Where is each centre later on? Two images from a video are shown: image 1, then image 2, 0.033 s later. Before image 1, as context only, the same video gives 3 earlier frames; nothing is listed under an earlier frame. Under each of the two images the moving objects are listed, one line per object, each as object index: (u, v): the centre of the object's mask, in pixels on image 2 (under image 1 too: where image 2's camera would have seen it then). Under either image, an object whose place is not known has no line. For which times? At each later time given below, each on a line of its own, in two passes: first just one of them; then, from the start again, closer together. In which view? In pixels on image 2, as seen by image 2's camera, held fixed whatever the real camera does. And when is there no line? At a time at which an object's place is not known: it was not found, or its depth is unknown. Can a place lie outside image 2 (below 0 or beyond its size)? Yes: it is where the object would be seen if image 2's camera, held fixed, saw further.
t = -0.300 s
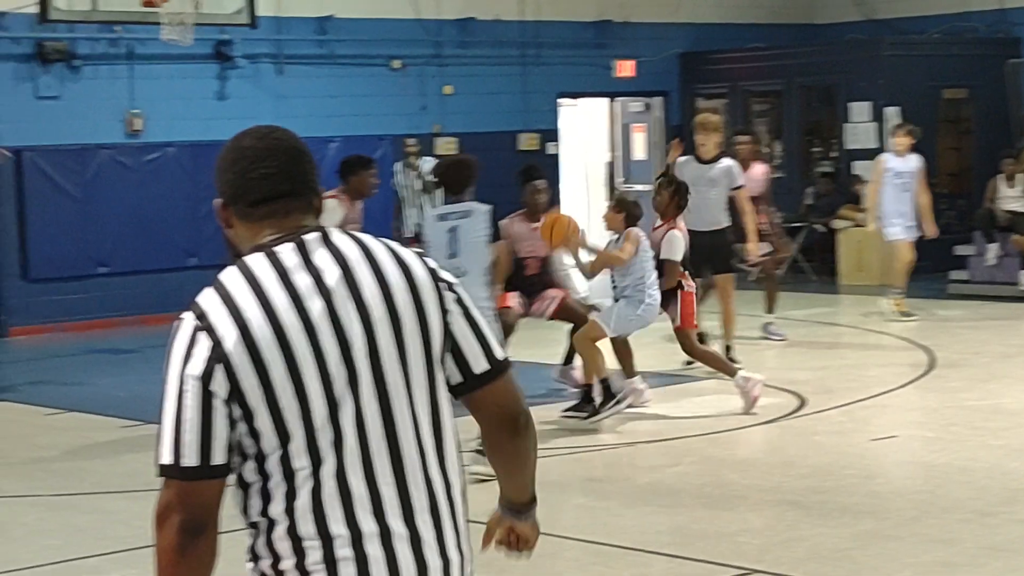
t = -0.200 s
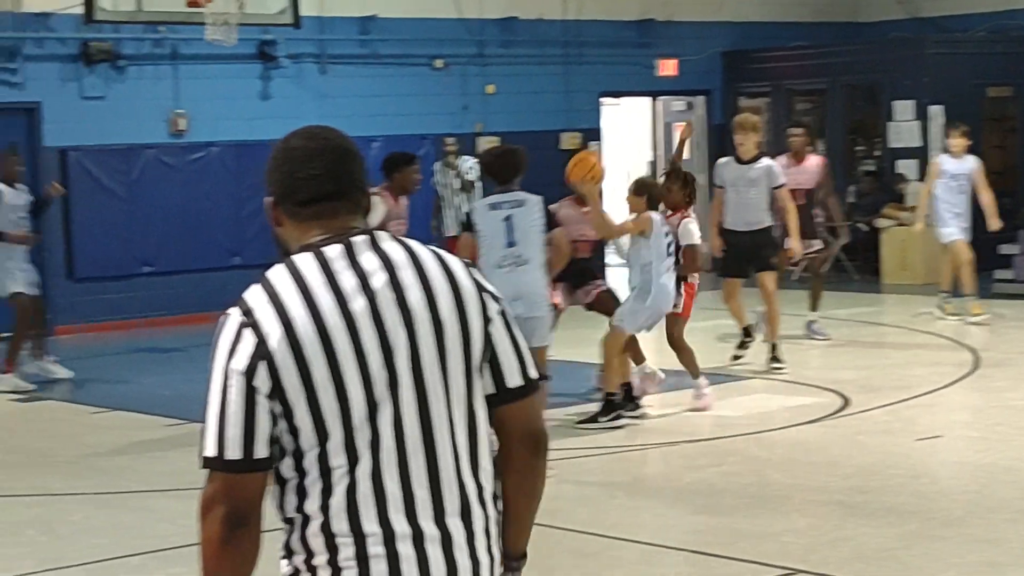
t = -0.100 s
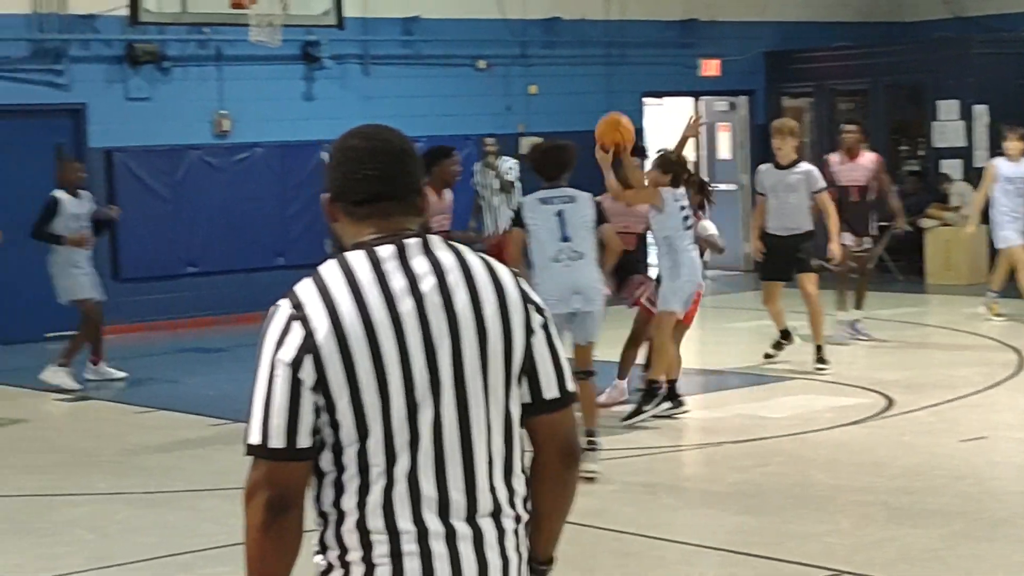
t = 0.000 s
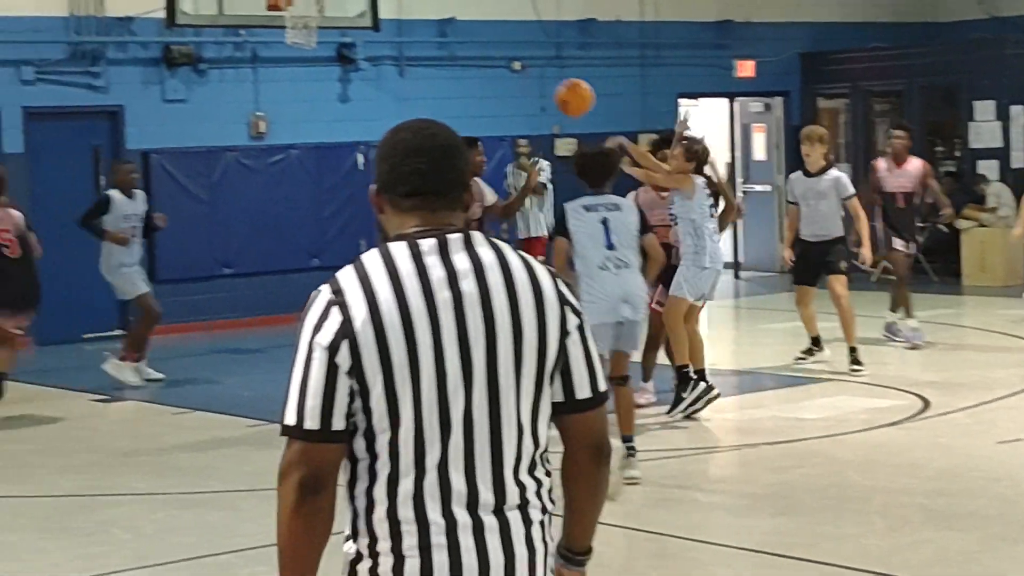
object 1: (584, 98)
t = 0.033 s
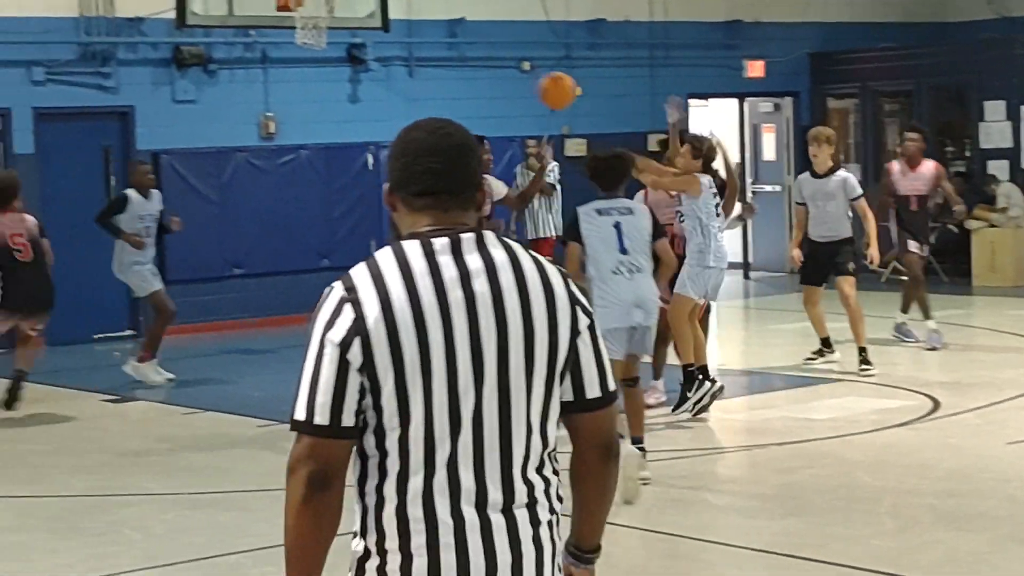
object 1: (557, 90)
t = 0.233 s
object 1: (412, 85)
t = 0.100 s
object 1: (506, 81)
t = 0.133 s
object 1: (482, 80)
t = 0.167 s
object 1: (457, 79)
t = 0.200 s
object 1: (434, 81)
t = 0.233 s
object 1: (412, 85)
